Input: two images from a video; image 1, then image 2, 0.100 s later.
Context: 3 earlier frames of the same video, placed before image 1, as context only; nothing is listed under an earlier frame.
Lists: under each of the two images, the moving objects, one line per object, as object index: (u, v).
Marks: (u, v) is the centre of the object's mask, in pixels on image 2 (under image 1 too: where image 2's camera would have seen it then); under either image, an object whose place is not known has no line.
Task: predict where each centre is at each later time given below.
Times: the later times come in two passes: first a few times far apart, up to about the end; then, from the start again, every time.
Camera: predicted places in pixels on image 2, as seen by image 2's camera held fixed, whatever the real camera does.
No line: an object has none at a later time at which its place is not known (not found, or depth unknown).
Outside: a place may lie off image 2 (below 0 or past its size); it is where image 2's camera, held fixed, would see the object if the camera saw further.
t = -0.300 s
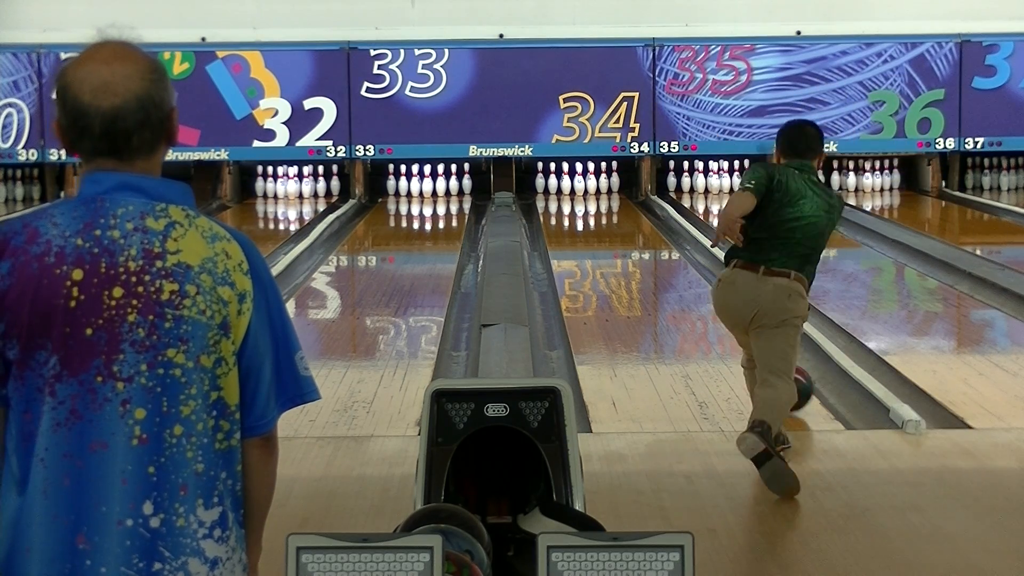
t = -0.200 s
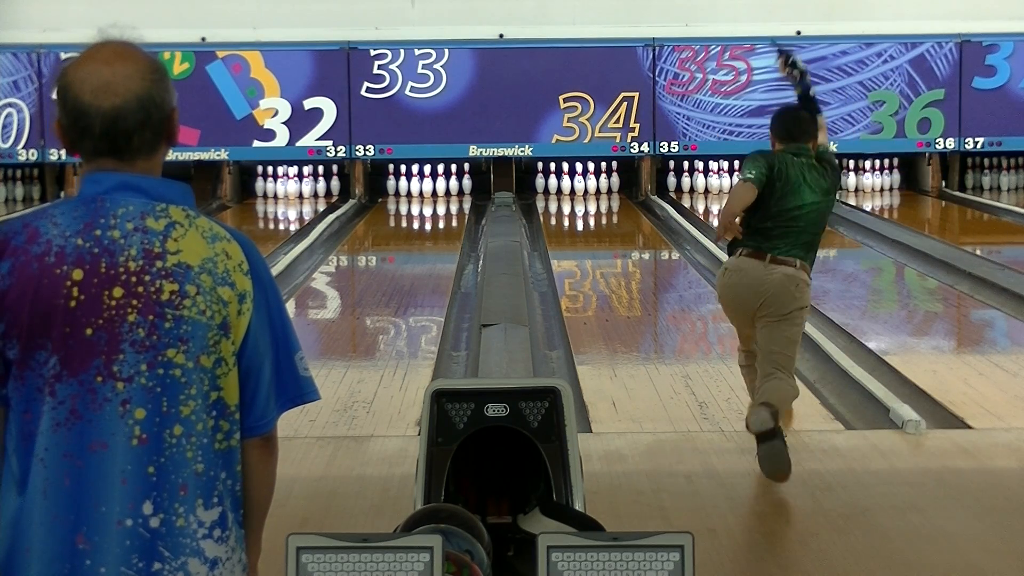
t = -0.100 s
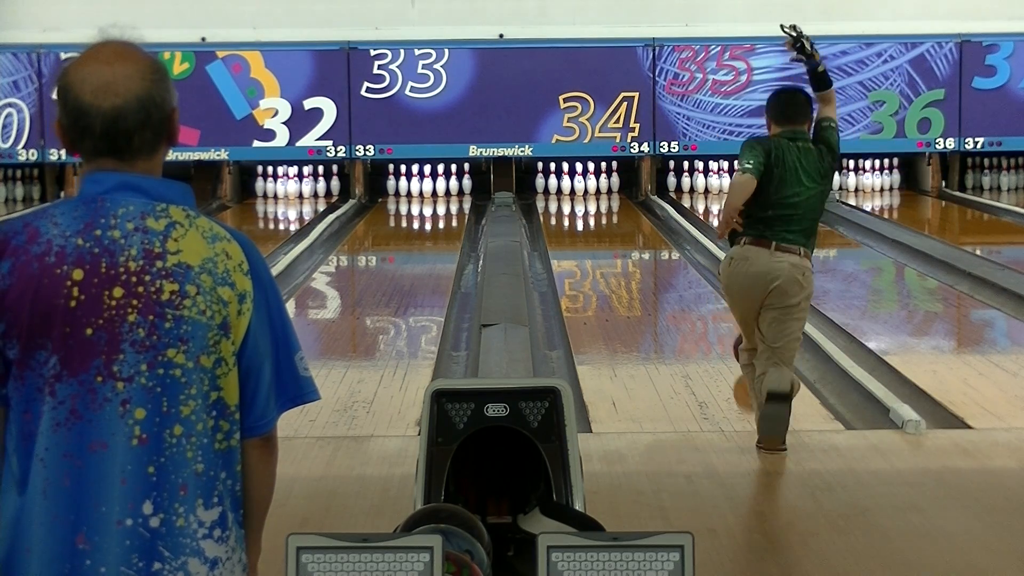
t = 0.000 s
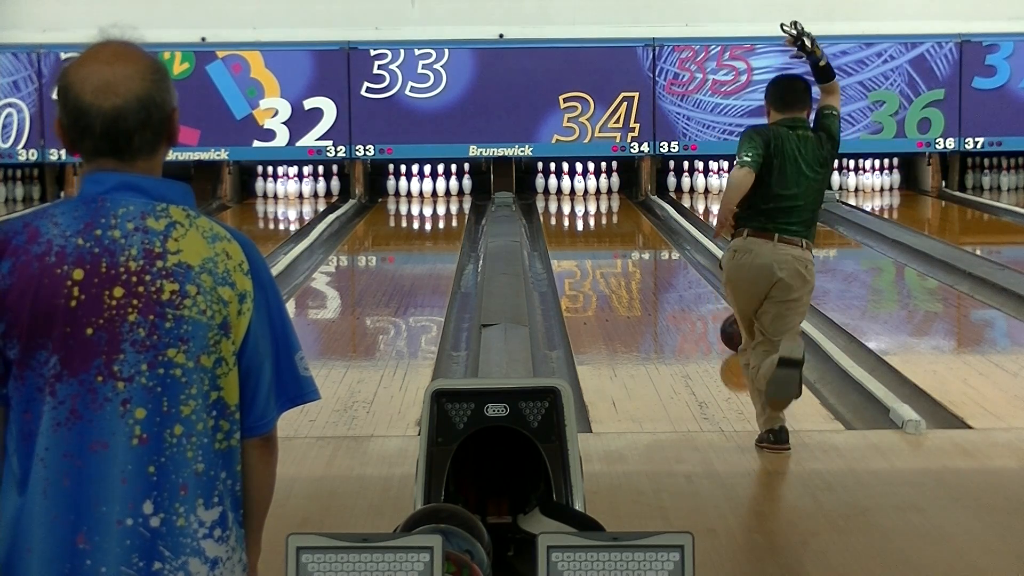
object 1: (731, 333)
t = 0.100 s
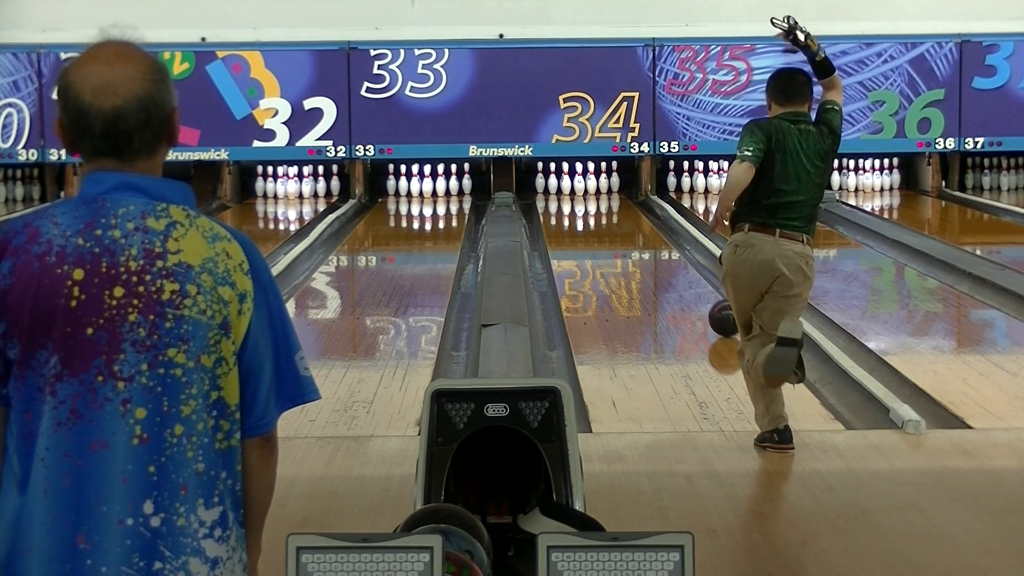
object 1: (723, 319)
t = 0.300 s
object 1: (704, 293)
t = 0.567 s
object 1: (680, 267)
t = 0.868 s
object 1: (658, 245)
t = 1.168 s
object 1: (639, 227)
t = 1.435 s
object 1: (625, 214)
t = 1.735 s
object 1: (611, 202)
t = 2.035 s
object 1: (597, 192)
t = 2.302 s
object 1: (590, 186)
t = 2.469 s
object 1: (593, 184)
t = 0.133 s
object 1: (720, 314)
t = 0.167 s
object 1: (717, 309)
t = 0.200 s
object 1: (714, 305)
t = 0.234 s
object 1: (711, 301)
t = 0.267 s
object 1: (708, 297)
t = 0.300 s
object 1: (704, 293)
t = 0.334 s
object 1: (701, 290)
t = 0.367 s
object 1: (698, 286)
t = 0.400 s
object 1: (695, 283)
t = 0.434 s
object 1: (692, 280)
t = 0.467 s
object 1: (689, 277)
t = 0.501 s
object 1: (686, 273)
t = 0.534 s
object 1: (683, 270)
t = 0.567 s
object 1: (680, 267)
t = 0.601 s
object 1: (677, 265)
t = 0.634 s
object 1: (675, 262)
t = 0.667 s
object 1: (672, 260)
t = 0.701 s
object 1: (670, 257)
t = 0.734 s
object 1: (667, 254)
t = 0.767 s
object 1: (665, 252)
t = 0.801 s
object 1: (662, 249)
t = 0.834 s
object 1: (660, 247)
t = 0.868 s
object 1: (658, 245)
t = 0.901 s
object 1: (655, 243)
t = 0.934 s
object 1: (653, 241)
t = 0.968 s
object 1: (651, 238)
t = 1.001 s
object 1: (649, 237)
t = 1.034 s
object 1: (647, 235)
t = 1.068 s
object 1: (645, 233)
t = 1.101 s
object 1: (643, 231)
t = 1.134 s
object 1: (641, 229)
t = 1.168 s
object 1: (639, 227)
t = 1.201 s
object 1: (637, 226)
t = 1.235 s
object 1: (635, 224)
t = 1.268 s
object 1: (634, 223)
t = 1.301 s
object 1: (632, 220)
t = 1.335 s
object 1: (630, 219)
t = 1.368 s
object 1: (629, 217)
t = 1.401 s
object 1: (627, 216)
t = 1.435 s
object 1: (625, 214)
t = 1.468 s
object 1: (623, 213)
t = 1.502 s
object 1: (622, 211)
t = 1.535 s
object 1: (621, 209)
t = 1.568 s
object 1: (619, 208)
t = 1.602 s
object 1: (617, 206)
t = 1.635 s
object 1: (615, 205)
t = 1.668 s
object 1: (614, 204)
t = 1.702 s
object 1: (612, 203)
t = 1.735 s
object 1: (611, 202)
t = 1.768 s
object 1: (610, 201)
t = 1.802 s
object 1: (608, 200)
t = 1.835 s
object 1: (607, 199)
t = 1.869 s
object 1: (605, 197)
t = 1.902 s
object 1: (604, 196)
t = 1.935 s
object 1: (602, 195)
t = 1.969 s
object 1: (601, 194)
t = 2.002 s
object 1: (599, 193)
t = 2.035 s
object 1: (597, 192)
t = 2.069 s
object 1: (595, 191)
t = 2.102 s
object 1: (594, 190)
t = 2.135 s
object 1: (592, 190)
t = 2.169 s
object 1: (590, 189)
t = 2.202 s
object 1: (589, 188)
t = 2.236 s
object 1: (588, 187)
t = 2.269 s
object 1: (589, 186)
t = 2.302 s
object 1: (590, 186)
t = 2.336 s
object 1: (589, 186)
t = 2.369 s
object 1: (589, 185)
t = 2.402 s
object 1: (590, 184)
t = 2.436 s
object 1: (591, 185)
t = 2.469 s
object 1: (593, 184)
